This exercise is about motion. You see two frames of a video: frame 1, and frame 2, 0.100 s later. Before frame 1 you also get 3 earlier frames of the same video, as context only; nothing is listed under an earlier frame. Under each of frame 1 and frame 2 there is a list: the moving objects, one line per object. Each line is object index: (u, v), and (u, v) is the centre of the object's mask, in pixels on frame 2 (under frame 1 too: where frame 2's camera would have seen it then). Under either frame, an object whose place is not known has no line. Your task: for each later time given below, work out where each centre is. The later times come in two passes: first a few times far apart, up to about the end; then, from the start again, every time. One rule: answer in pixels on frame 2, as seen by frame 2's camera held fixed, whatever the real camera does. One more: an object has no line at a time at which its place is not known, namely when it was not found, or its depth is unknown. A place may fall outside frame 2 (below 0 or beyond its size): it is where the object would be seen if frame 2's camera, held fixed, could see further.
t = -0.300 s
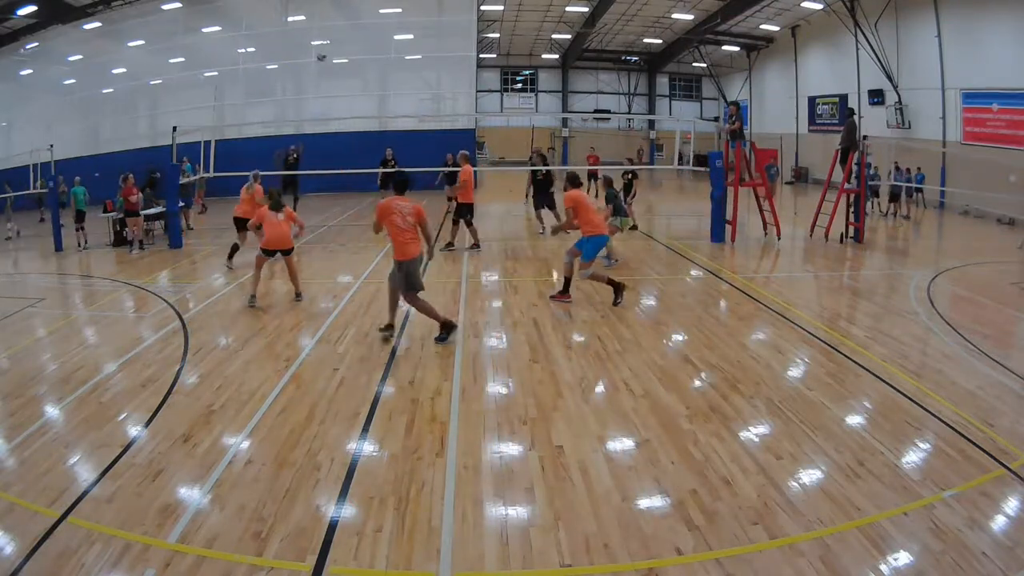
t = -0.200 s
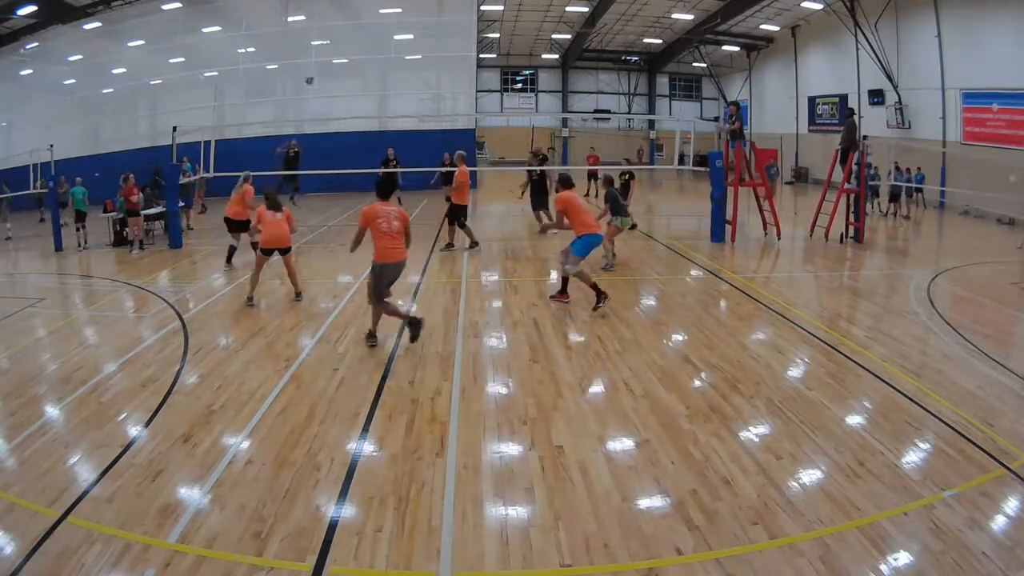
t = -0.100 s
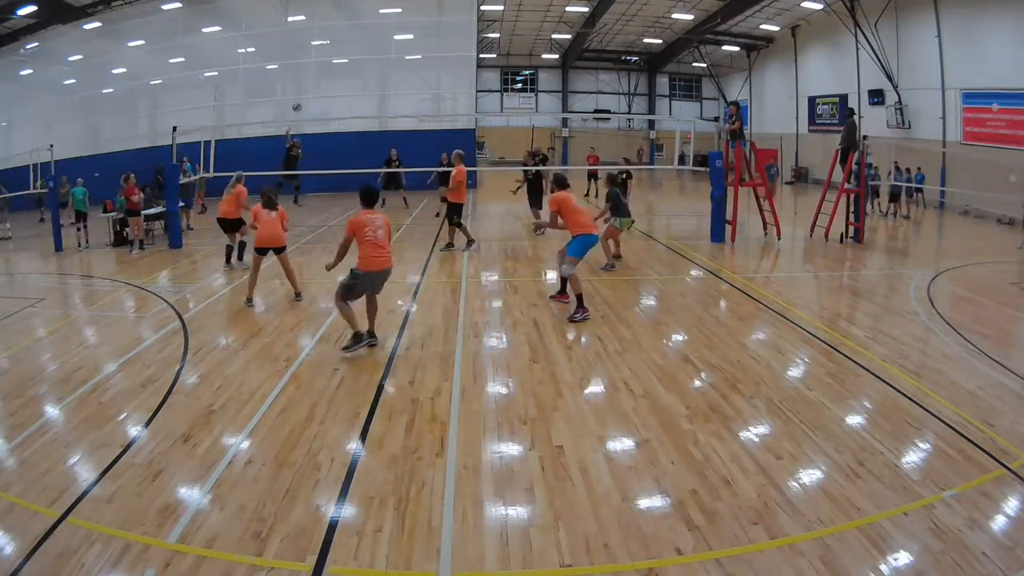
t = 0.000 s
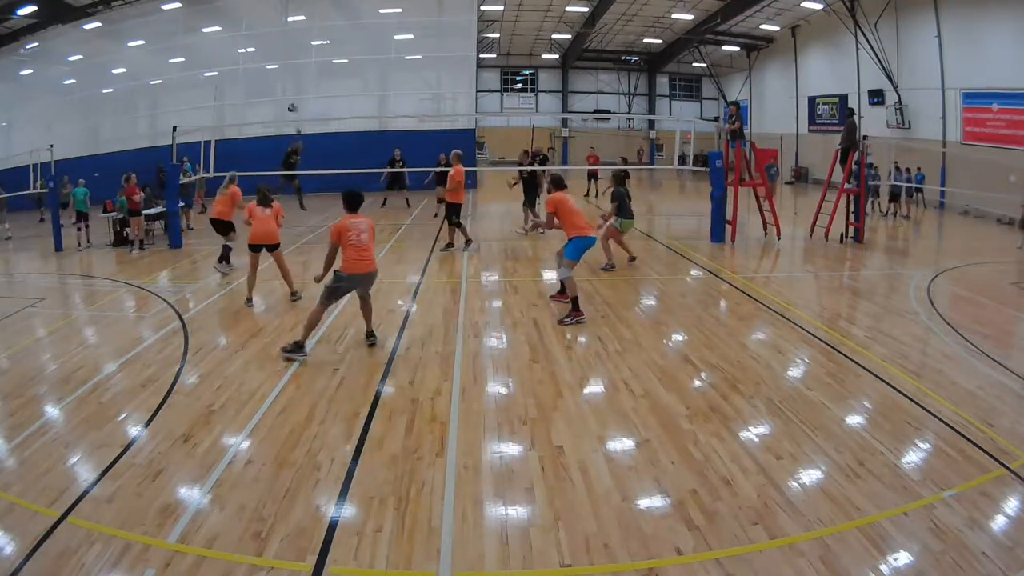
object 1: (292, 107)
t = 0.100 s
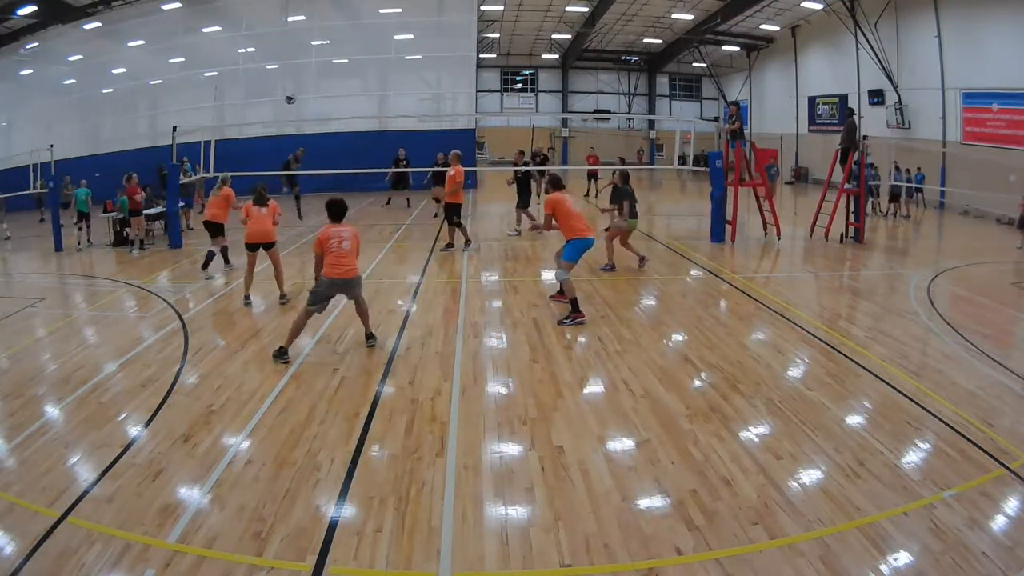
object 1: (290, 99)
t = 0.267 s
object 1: (282, 93)
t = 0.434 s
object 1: (267, 104)
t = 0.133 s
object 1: (288, 97)
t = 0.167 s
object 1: (287, 95)
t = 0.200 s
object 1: (286, 94)
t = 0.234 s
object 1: (284, 93)
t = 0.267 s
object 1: (282, 93)
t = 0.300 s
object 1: (280, 93)
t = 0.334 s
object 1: (277, 94)
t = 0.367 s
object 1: (275, 96)
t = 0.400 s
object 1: (271, 99)
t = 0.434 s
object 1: (267, 104)
